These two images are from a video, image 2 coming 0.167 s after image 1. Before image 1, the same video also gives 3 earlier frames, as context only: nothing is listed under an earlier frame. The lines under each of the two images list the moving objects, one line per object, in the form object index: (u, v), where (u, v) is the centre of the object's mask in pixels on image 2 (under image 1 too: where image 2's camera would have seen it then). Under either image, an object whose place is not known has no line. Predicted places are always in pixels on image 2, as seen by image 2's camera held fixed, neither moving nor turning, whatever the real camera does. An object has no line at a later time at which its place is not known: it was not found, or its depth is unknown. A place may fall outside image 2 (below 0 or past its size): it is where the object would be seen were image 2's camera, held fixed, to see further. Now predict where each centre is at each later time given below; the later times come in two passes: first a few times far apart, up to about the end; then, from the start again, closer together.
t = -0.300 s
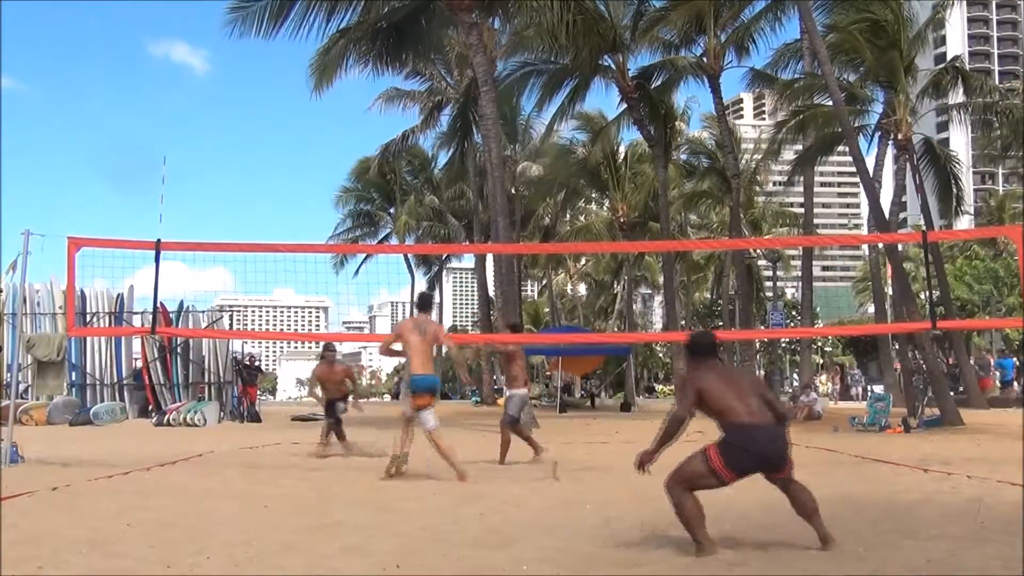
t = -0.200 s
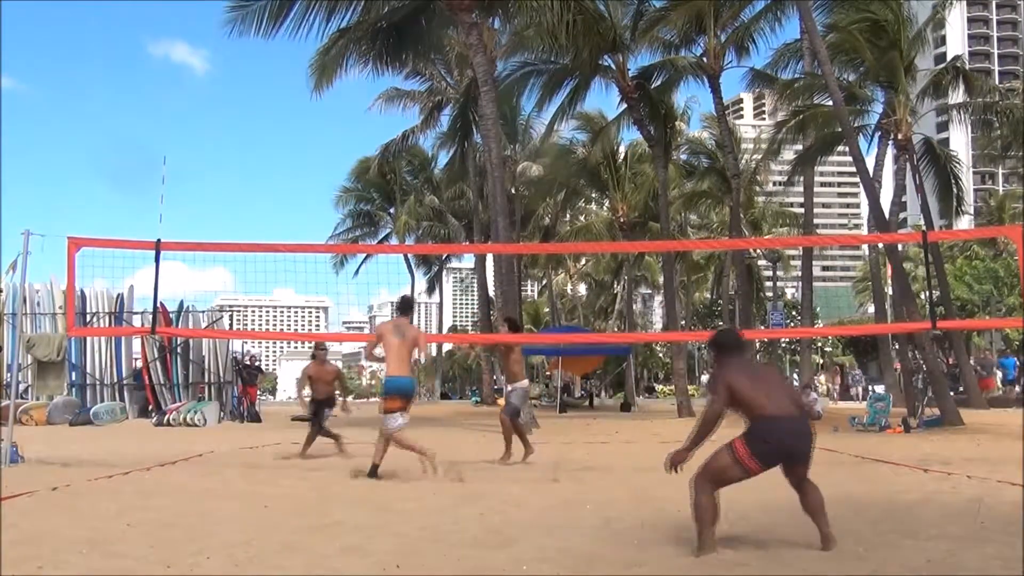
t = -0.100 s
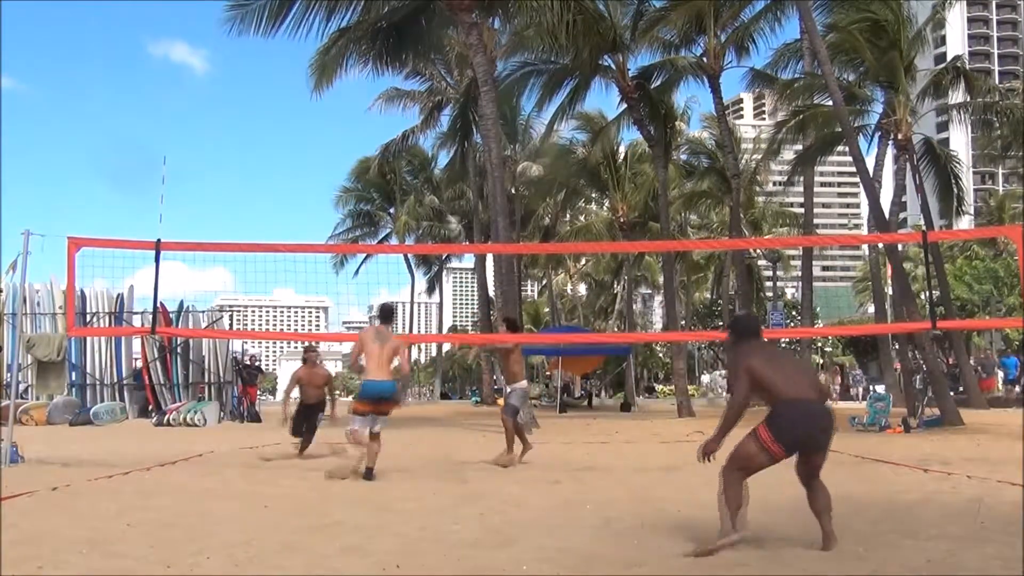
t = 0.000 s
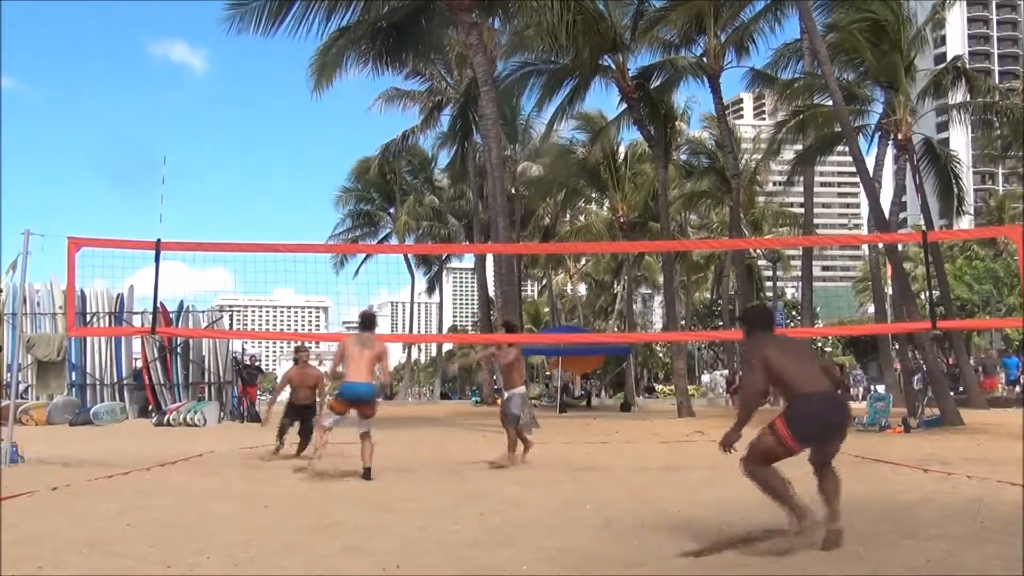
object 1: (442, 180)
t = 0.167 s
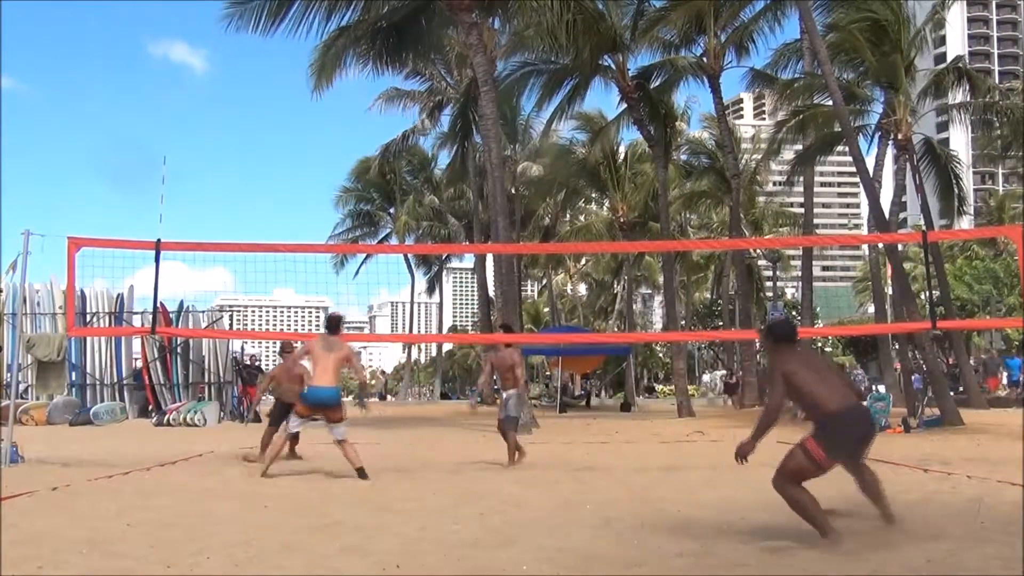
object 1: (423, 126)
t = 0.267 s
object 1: (411, 103)
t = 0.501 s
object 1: (385, 80)
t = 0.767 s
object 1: (352, 109)
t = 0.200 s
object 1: (419, 118)
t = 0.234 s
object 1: (415, 109)
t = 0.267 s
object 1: (411, 103)
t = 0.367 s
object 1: (400, 86)
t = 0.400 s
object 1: (396, 83)
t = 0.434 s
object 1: (392, 82)
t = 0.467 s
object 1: (388, 81)
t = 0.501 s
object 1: (385, 80)
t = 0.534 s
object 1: (380, 81)
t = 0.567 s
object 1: (376, 82)
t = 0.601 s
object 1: (372, 84)
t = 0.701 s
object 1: (360, 97)
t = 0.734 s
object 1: (356, 103)
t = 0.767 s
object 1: (352, 109)
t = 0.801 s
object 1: (348, 117)
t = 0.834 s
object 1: (343, 126)
